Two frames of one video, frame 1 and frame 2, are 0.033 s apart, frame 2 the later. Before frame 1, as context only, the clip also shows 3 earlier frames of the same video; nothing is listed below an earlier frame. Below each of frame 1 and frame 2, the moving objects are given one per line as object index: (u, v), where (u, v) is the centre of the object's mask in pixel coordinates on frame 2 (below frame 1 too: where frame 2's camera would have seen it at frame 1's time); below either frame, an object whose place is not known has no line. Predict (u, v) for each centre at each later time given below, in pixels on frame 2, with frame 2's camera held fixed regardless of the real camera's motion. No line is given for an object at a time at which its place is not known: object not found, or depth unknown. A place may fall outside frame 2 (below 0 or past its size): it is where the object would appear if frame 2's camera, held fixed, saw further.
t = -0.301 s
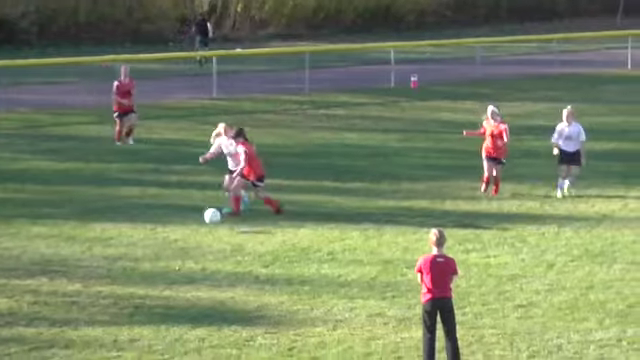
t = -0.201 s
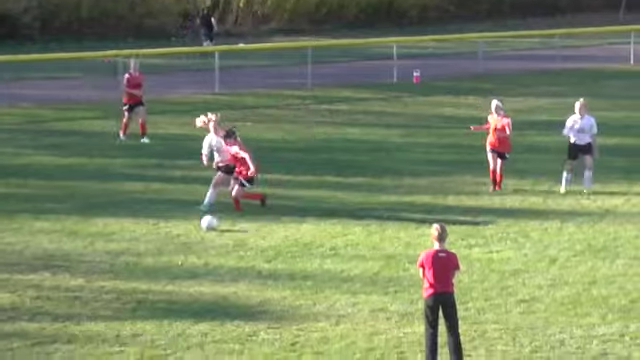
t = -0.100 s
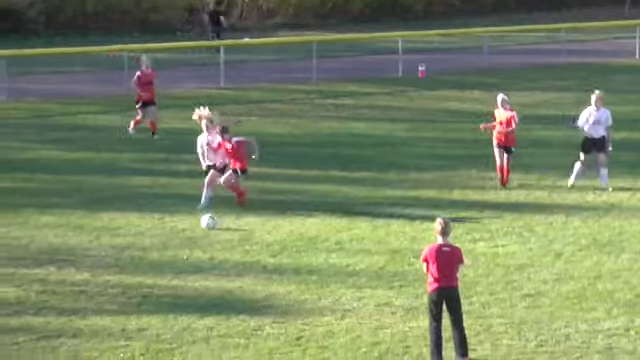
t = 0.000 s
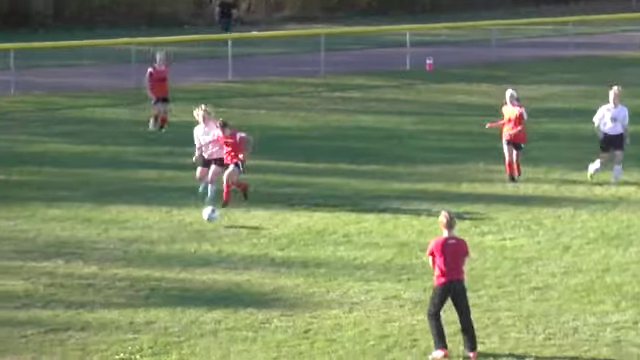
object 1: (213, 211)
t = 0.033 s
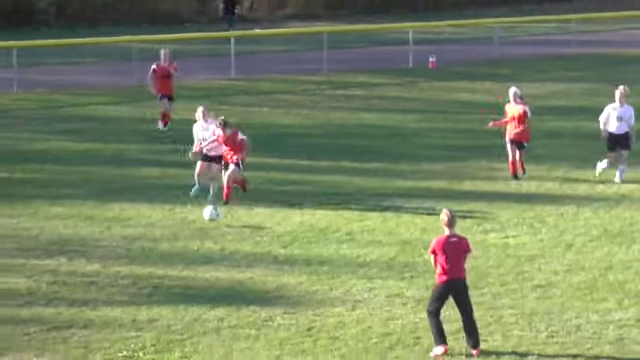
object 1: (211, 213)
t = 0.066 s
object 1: (209, 215)
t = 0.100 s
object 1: (207, 218)
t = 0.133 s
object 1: (206, 222)
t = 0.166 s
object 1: (205, 225)
